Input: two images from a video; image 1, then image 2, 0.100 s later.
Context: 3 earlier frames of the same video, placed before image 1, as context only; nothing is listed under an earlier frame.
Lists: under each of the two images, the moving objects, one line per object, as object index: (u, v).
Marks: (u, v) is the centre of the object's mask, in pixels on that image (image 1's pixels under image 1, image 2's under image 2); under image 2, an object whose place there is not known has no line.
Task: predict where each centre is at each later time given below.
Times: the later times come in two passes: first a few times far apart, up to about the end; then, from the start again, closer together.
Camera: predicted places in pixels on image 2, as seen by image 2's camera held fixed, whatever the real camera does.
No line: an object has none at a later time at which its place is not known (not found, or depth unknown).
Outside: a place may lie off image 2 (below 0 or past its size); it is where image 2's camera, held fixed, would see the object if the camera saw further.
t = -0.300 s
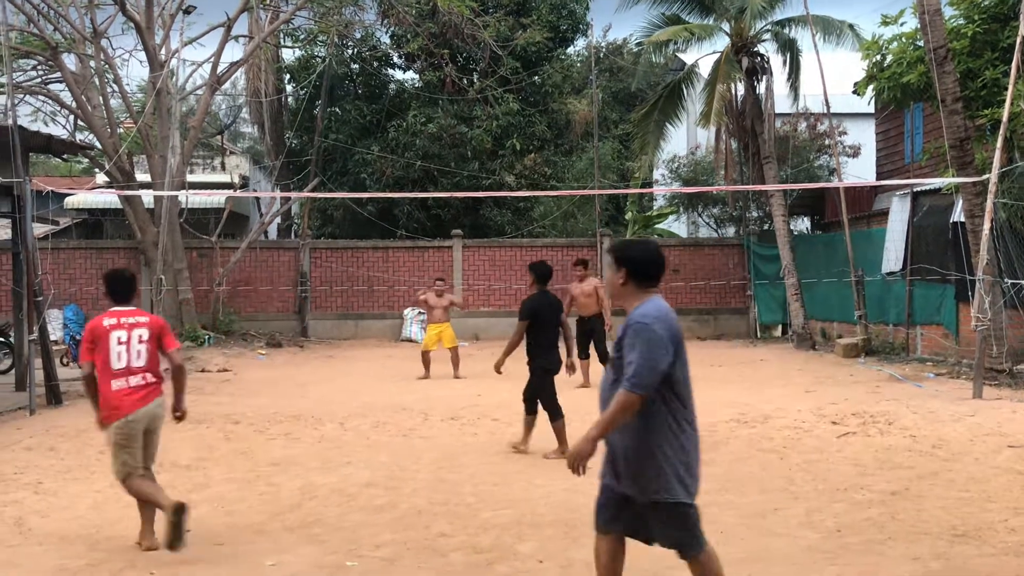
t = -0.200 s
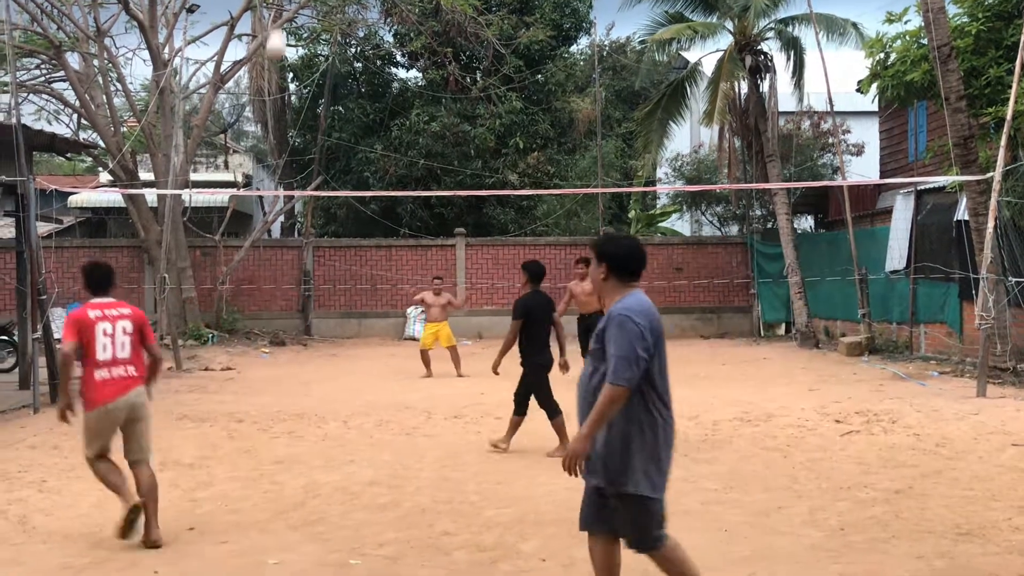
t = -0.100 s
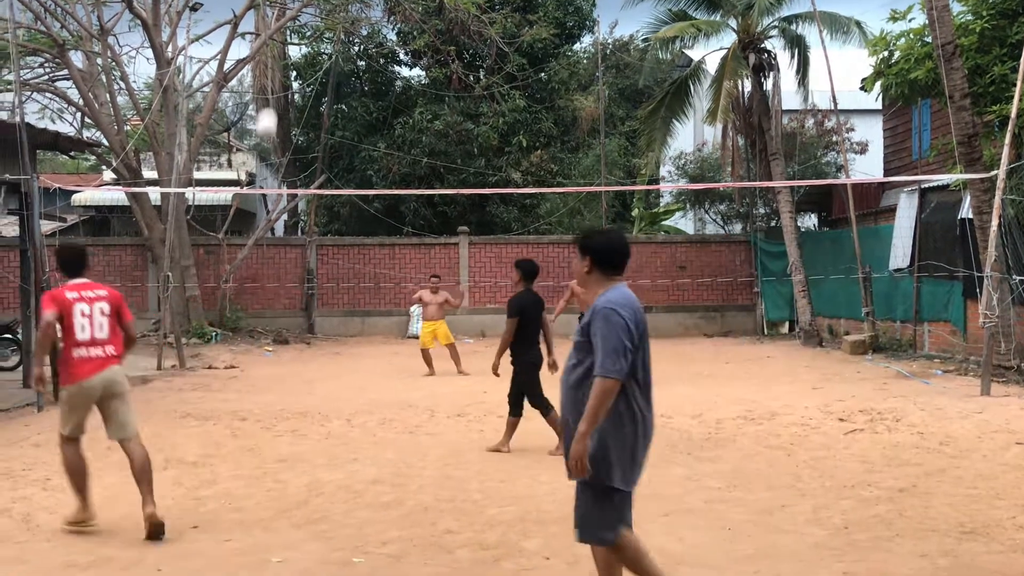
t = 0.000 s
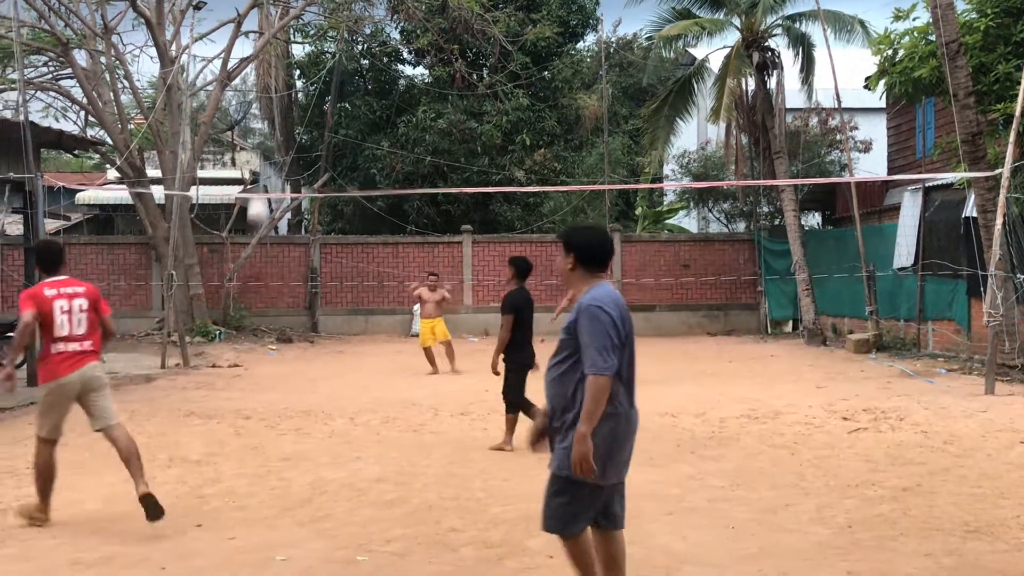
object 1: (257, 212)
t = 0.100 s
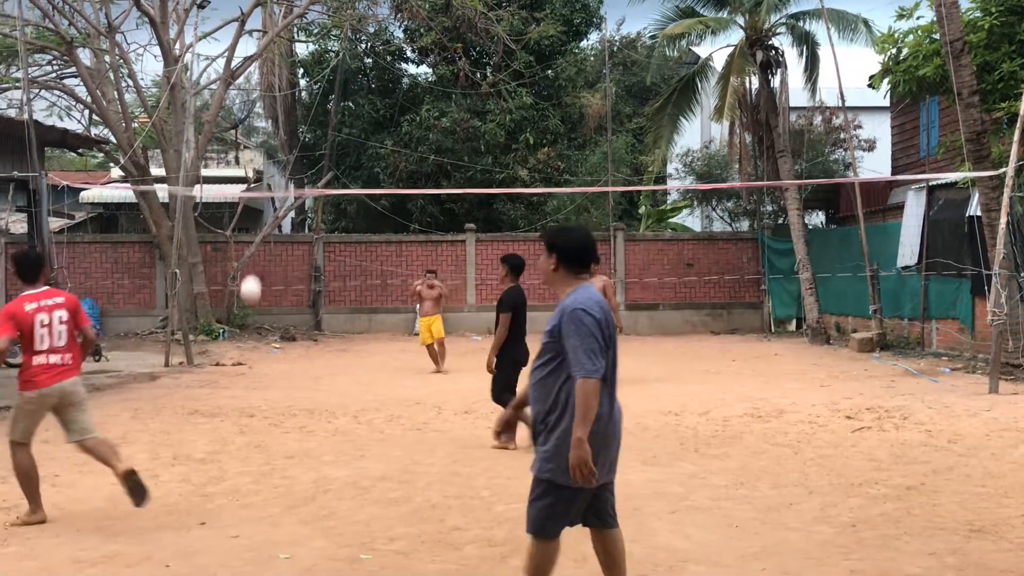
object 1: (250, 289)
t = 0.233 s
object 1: (240, 381)
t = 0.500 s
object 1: (198, 307)
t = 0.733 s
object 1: (161, 268)
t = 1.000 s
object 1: (123, 281)
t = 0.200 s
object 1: (243, 356)
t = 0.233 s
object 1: (240, 381)
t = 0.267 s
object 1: (235, 399)
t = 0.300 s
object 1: (230, 381)
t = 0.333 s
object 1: (224, 365)
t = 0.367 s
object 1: (218, 353)
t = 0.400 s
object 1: (213, 338)
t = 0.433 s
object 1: (209, 328)
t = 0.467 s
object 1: (203, 317)
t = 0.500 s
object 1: (198, 307)
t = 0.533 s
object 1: (193, 299)
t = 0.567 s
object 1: (187, 291)
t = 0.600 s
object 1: (182, 284)
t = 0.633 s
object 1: (177, 278)
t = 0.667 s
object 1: (172, 273)
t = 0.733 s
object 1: (161, 268)
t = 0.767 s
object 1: (157, 266)
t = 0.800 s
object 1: (152, 265)
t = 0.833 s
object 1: (147, 265)
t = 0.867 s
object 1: (142, 266)
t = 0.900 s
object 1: (137, 268)
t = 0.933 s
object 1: (132, 271)
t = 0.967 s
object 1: (127, 275)
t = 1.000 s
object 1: (123, 281)
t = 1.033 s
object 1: (117, 287)
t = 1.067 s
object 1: (113, 293)
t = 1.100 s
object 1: (108, 301)
